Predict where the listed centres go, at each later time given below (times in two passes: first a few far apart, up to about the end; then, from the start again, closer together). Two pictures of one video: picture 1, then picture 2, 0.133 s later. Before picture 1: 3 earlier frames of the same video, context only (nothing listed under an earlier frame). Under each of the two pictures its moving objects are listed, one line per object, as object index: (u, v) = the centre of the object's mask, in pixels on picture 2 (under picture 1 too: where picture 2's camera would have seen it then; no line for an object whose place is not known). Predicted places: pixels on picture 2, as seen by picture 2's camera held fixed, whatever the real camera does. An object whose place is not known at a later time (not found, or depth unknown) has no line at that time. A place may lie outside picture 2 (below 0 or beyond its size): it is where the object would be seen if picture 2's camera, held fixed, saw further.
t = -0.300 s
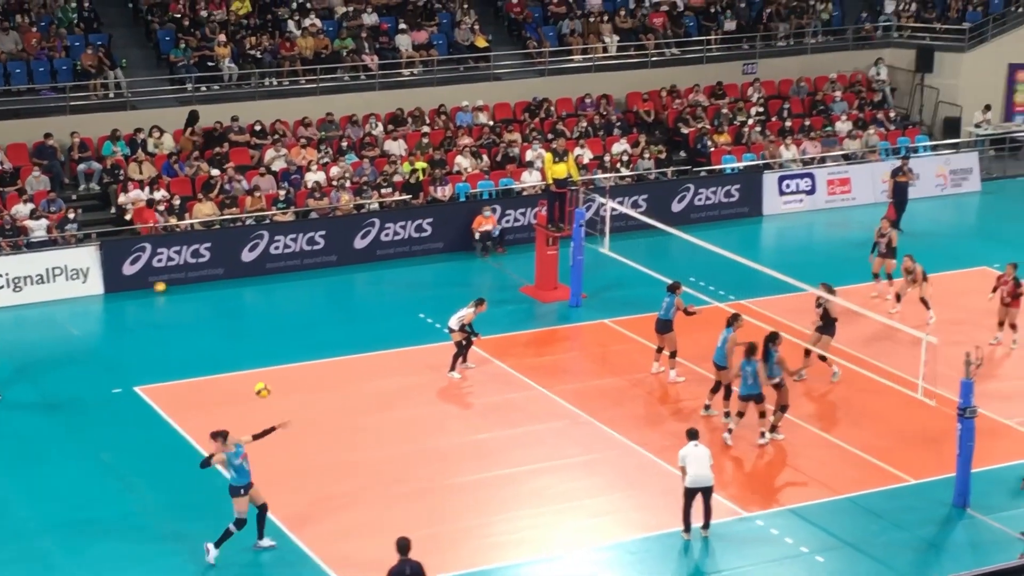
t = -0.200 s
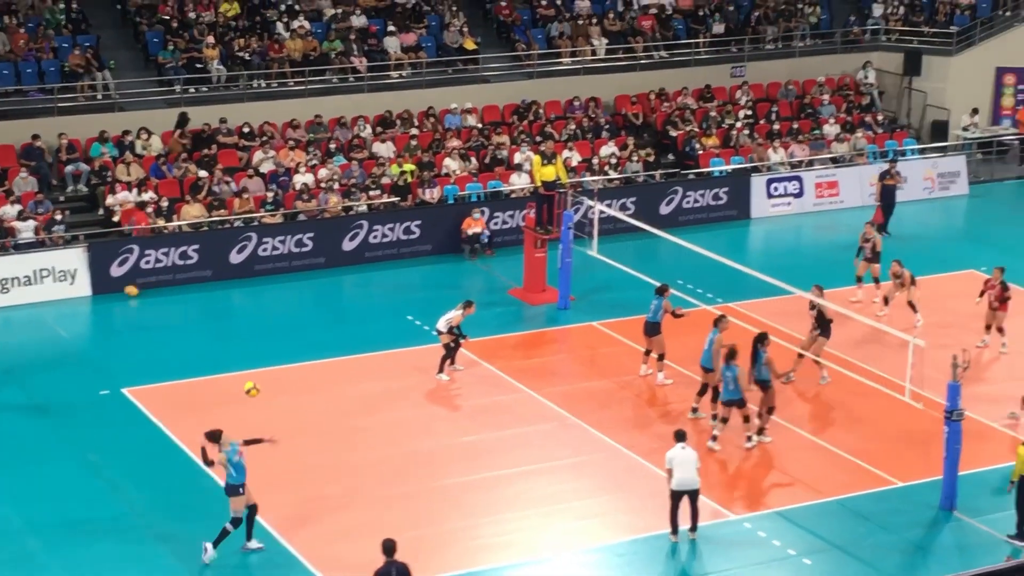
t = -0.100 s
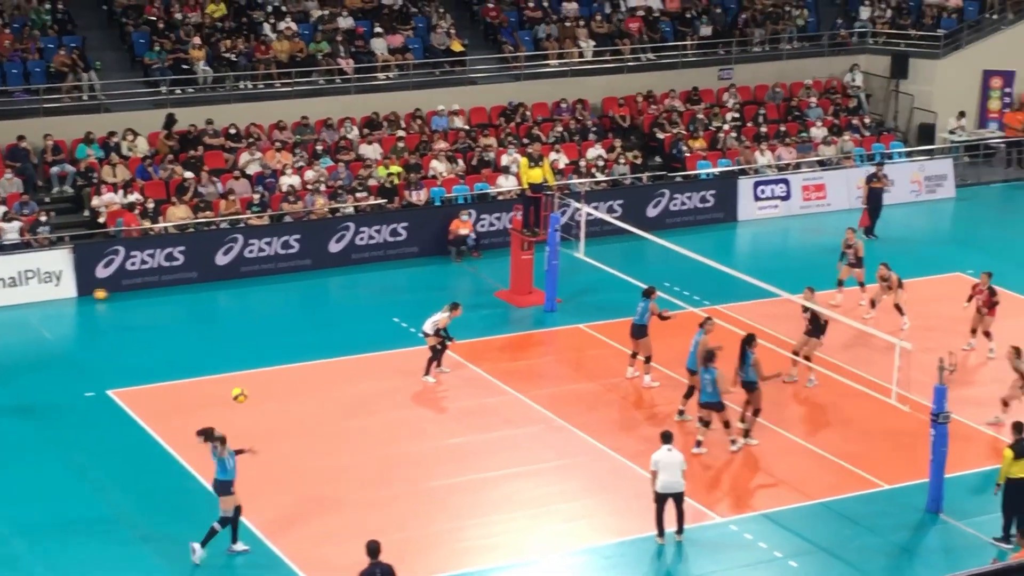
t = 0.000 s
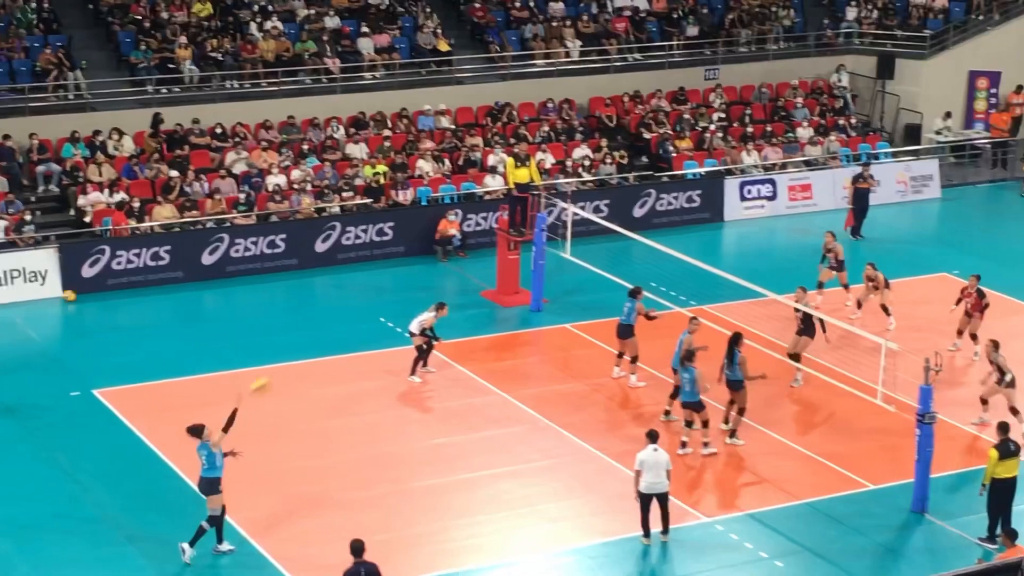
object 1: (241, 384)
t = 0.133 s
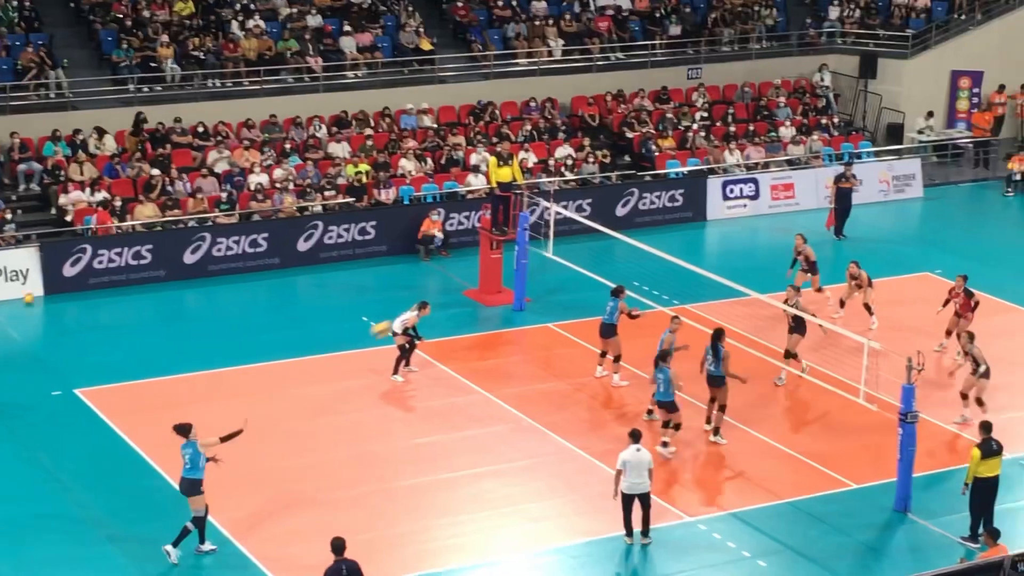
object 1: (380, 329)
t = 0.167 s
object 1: (418, 316)
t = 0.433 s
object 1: (645, 248)
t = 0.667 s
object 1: (814, 226)
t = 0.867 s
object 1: (936, 231)
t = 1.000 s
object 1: (1007, 249)
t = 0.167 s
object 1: (418, 316)
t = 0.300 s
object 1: (537, 276)
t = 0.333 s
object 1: (563, 269)
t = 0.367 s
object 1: (592, 260)
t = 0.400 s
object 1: (619, 254)
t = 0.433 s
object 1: (645, 248)
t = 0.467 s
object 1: (671, 243)
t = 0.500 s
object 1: (696, 239)
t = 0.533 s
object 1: (721, 235)
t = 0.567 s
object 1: (745, 232)
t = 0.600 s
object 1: (768, 229)
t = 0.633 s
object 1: (791, 228)
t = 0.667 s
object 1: (814, 226)
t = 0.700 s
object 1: (834, 226)
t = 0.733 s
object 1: (855, 225)
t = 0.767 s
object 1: (877, 225)
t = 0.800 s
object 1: (897, 227)
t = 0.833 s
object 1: (916, 229)
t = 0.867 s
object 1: (936, 231)
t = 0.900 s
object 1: (954, 235)
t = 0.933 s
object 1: (972, 239)
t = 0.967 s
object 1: (990, 244)
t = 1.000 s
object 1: (1007, 249)
